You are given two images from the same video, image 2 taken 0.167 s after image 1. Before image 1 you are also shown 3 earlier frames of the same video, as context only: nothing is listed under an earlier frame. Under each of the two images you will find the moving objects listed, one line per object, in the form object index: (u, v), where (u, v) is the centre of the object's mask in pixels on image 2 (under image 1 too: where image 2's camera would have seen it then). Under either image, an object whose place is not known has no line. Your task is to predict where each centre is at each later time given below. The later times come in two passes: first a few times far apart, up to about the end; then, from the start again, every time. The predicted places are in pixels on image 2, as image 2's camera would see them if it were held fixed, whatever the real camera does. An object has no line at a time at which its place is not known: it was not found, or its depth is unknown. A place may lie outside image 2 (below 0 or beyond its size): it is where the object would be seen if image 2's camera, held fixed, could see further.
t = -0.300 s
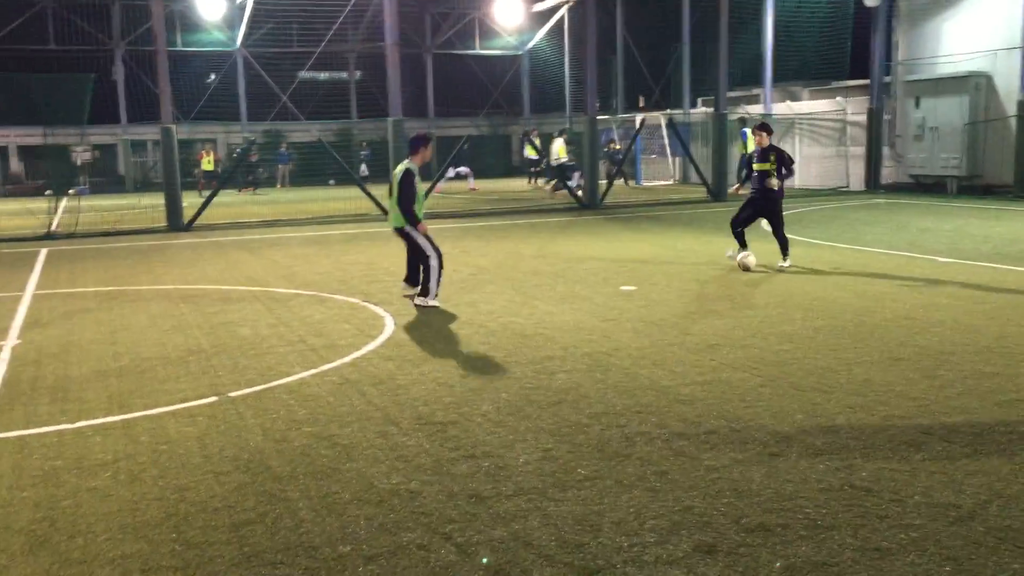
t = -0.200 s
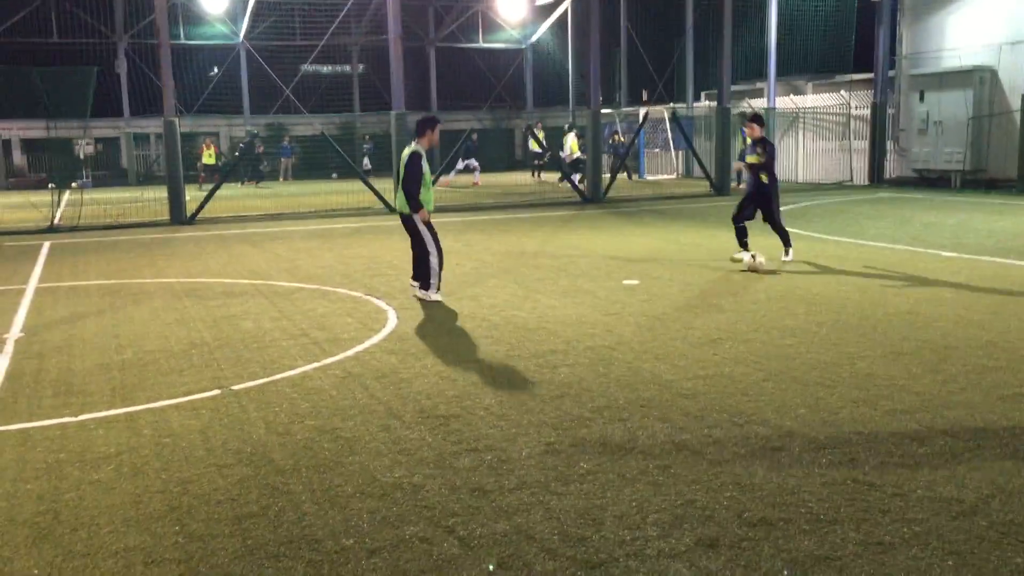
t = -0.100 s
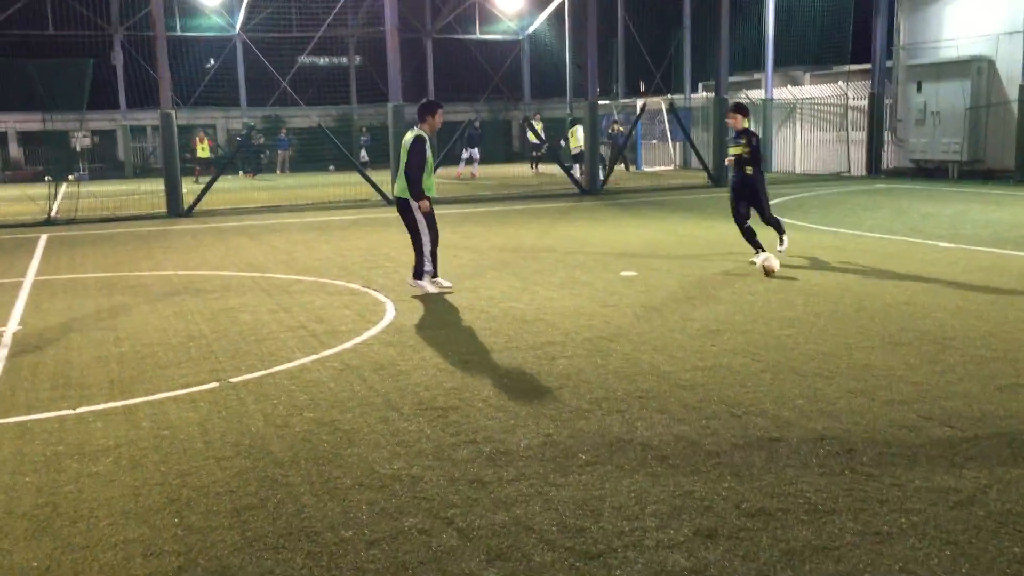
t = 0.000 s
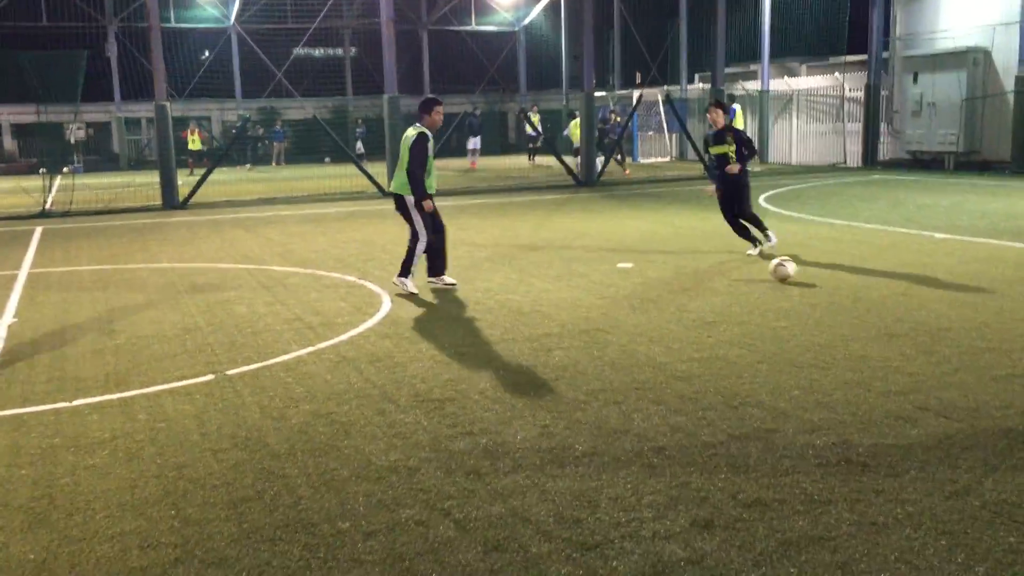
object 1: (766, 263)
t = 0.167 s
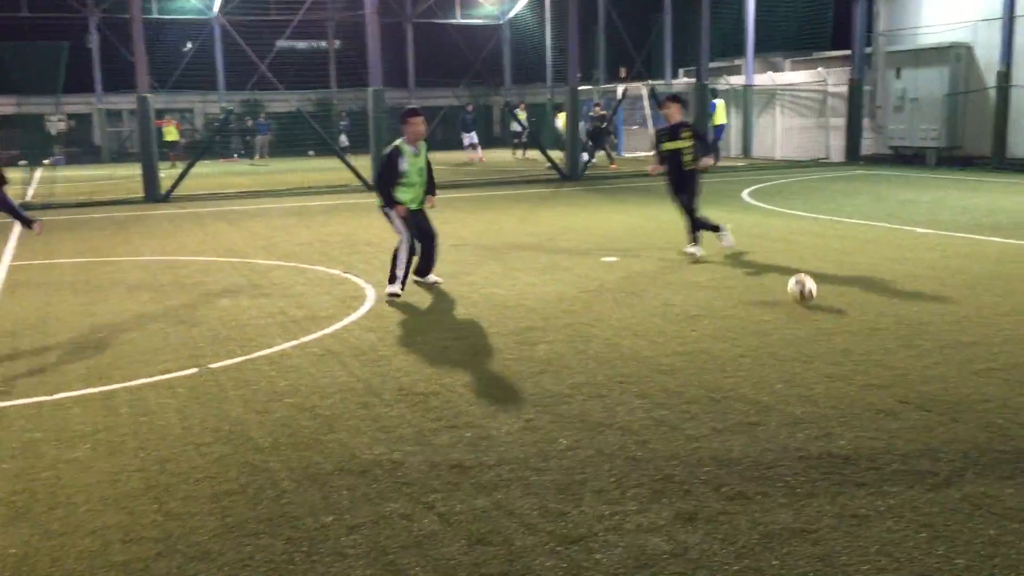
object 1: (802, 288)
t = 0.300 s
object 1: (838, 317)
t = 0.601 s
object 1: (948, 399)
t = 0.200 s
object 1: (810, 295)
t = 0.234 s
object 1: (819, 304)
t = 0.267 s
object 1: (828, 310)
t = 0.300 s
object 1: (838, 317)
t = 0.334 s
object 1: (848, 325)
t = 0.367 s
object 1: (858, 332)
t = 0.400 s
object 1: (869, 340)
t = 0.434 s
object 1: (881, 350)
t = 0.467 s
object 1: (893, 358)
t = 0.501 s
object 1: (906, 367)
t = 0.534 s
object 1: (919, 377)
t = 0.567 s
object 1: (933, 386)
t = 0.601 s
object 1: (948, 399)
